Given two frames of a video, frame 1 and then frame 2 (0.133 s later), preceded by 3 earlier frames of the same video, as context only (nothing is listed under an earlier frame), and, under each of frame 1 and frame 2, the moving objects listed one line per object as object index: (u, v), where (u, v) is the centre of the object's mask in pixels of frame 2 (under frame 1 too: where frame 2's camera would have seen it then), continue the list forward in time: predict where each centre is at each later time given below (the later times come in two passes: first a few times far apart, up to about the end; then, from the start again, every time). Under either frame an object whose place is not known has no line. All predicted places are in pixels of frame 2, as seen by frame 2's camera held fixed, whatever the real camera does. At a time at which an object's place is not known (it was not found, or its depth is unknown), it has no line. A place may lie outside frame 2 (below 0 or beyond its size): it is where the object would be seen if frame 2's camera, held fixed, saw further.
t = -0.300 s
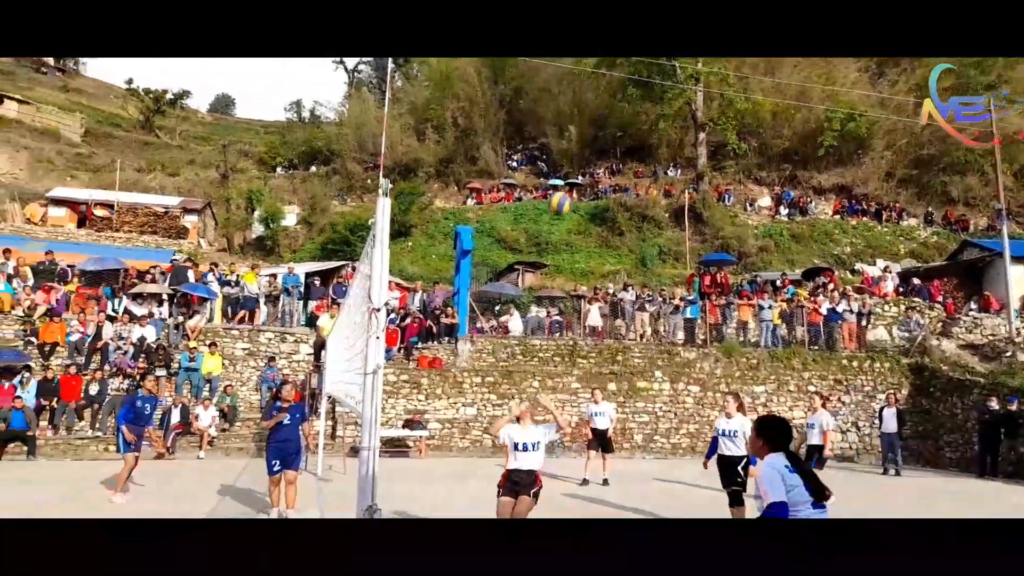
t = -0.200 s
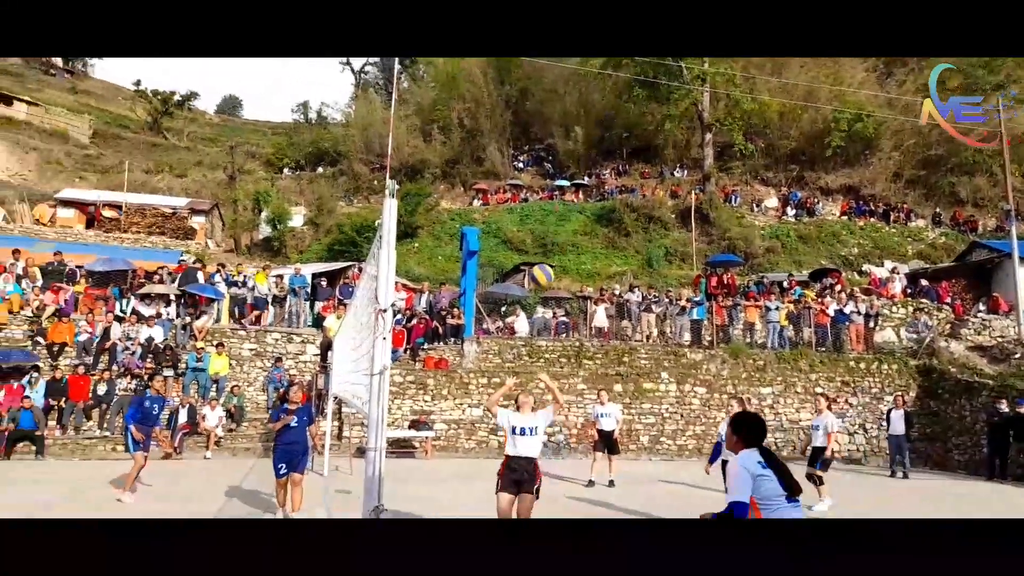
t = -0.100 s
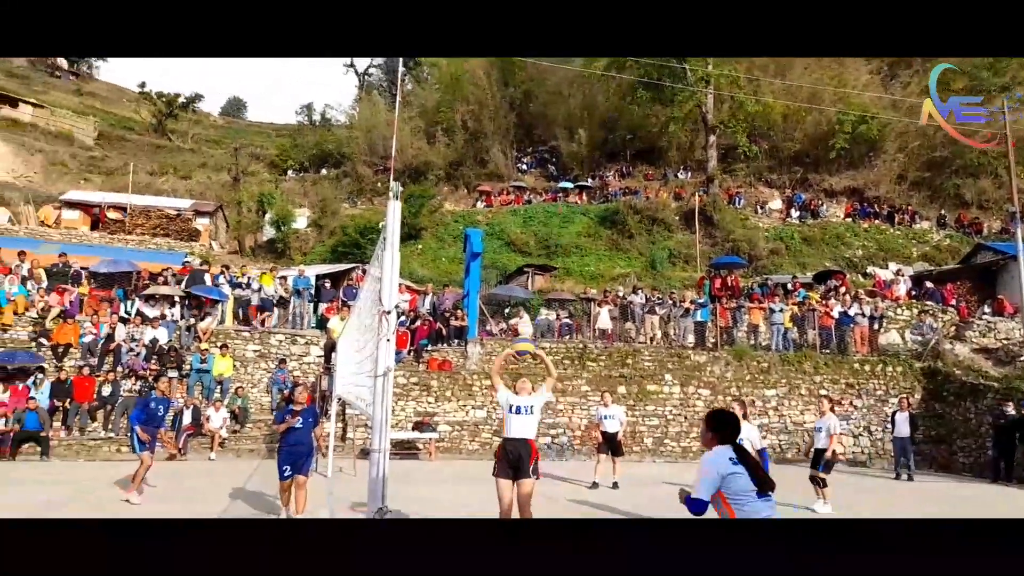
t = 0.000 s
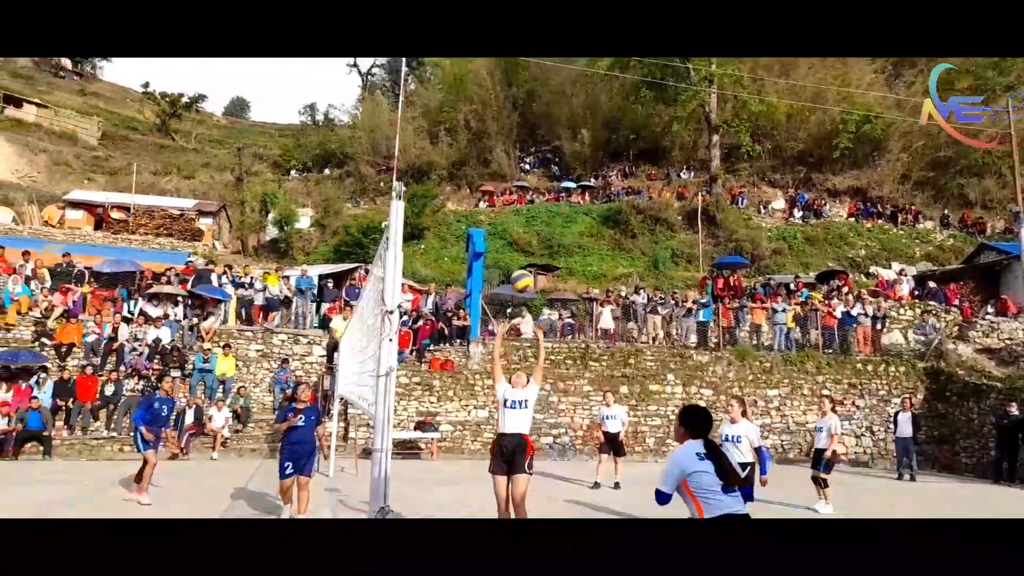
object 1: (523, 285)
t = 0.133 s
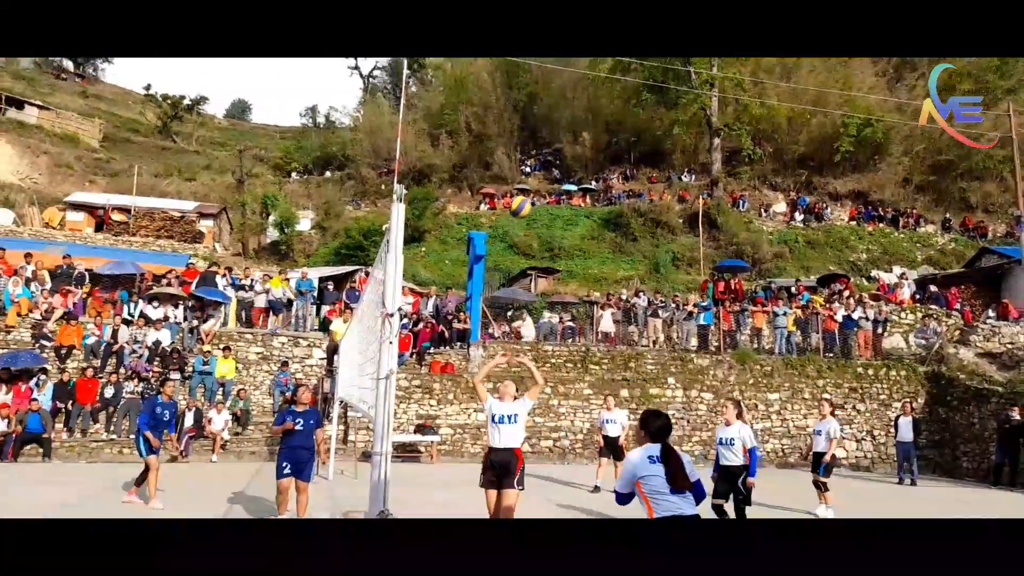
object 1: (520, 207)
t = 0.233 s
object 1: (518, 166)
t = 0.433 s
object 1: (514, 113)
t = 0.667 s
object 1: (510, 102)
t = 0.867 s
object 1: (502, 135)
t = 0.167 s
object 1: (520, 191)
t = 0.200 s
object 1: (520, 179)
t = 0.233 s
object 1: (518, 166)
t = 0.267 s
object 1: (518, 154)
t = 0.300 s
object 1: (517, 143)
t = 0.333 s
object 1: (517, 134)
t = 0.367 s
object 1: (515, 126)
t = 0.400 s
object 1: (515, 118)
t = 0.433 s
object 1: (514, 113)
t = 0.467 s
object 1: (513, 108)
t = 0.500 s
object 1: (512, 105)
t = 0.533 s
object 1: (512, 102)
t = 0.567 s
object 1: (512, 102)
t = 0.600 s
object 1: (511, 98)
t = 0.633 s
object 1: (511, 100)
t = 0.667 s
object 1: (510, 102)
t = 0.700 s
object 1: (505, 105)
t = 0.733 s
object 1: (507, 110)
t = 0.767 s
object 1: (505, 115)
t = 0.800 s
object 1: (504, 120)
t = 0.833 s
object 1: (502, 125)
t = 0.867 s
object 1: (502, 135)
